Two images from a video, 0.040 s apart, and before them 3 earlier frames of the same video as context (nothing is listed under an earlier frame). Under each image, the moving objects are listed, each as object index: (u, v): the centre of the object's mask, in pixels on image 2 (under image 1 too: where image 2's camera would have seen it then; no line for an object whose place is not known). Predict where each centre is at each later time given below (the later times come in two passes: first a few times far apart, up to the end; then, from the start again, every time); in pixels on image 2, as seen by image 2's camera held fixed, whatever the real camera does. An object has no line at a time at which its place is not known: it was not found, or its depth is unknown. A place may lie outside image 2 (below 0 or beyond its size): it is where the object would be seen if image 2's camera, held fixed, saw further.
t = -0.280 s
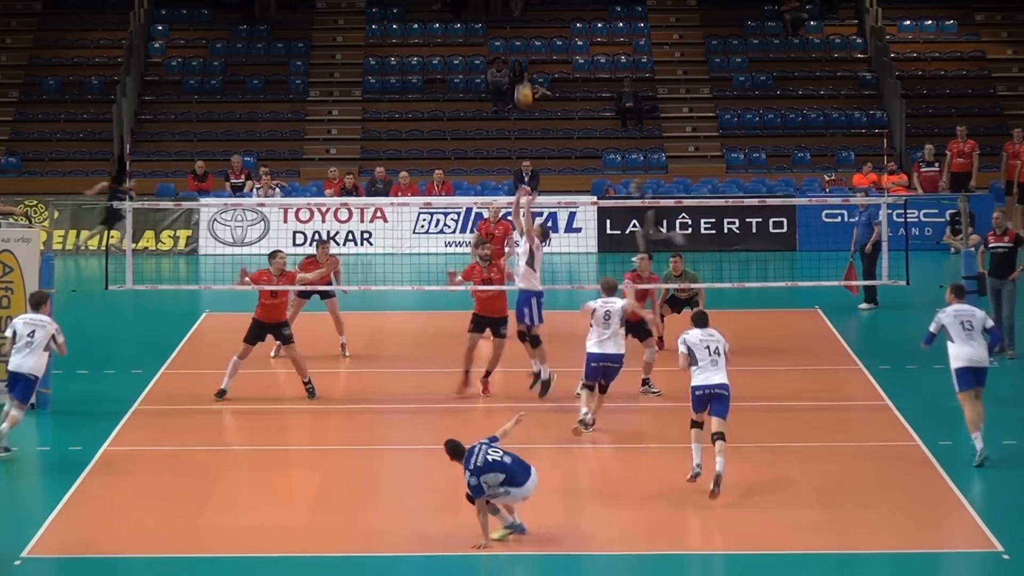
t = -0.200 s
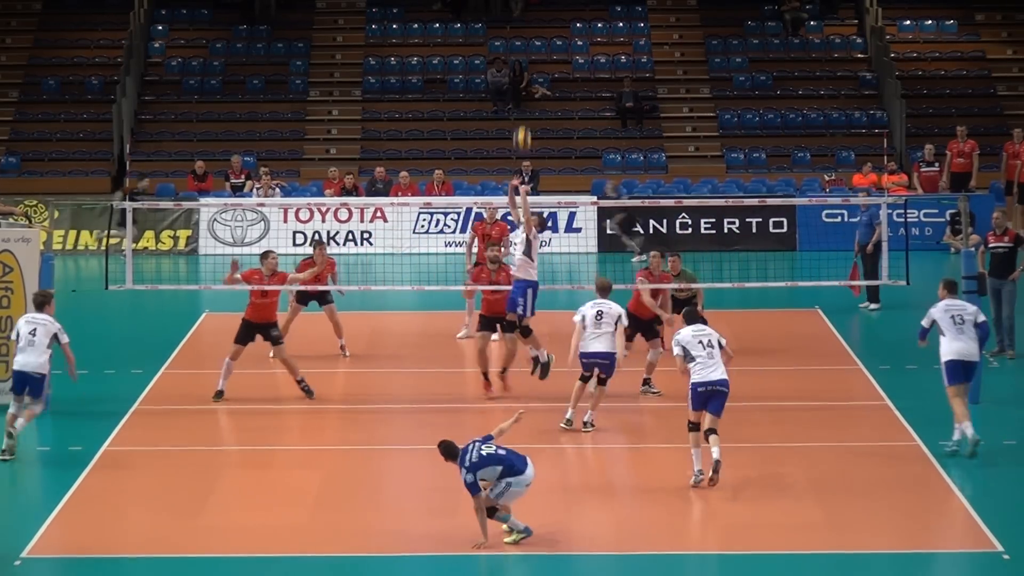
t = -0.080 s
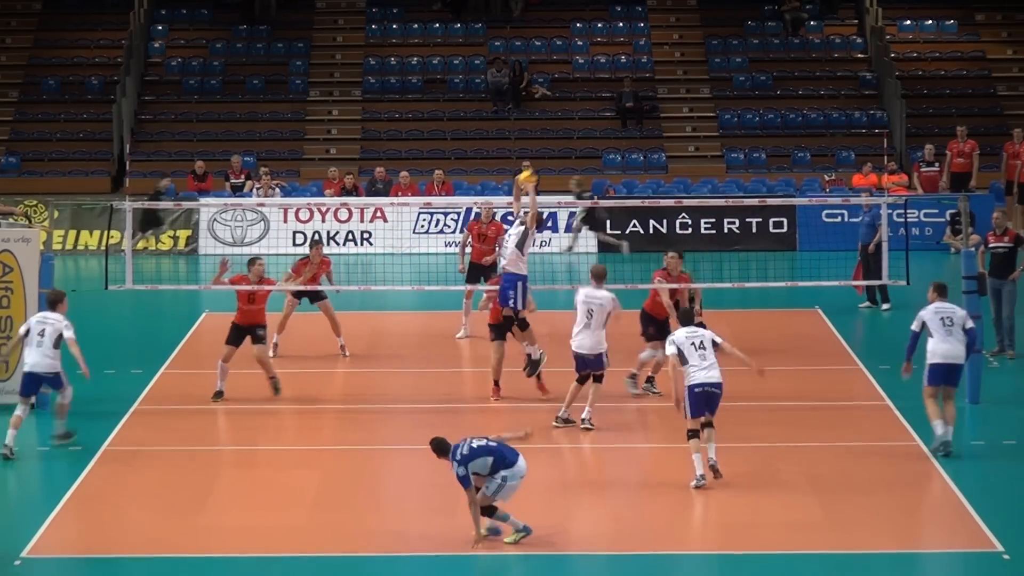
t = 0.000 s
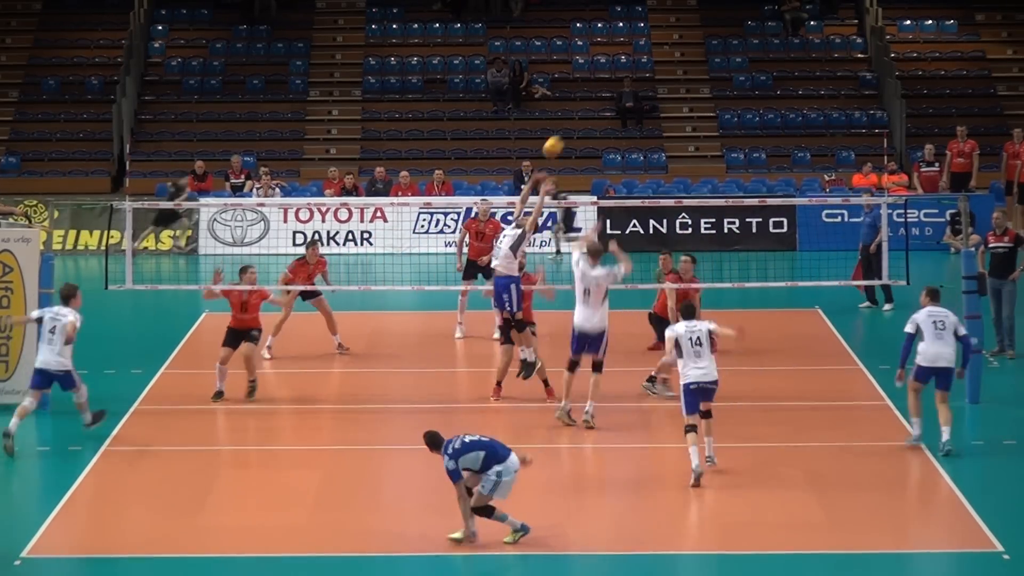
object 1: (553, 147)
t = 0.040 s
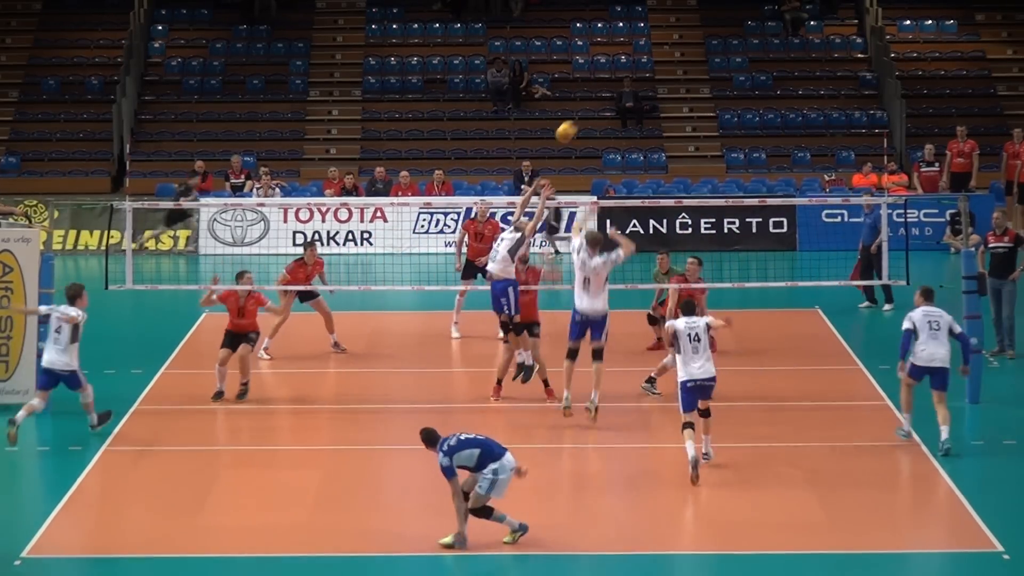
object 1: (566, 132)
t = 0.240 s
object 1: (631, 77)
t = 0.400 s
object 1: (682, 59)
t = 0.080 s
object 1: (579, 118)
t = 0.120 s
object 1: (592, 105)
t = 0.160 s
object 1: (605, 95)
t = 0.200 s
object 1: (619, 85)
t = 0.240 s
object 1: (631, 77)
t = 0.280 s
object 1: (645, 71)
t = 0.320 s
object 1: (657, 65)
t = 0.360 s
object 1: (670, 60)
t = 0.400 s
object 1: (682, 59)
